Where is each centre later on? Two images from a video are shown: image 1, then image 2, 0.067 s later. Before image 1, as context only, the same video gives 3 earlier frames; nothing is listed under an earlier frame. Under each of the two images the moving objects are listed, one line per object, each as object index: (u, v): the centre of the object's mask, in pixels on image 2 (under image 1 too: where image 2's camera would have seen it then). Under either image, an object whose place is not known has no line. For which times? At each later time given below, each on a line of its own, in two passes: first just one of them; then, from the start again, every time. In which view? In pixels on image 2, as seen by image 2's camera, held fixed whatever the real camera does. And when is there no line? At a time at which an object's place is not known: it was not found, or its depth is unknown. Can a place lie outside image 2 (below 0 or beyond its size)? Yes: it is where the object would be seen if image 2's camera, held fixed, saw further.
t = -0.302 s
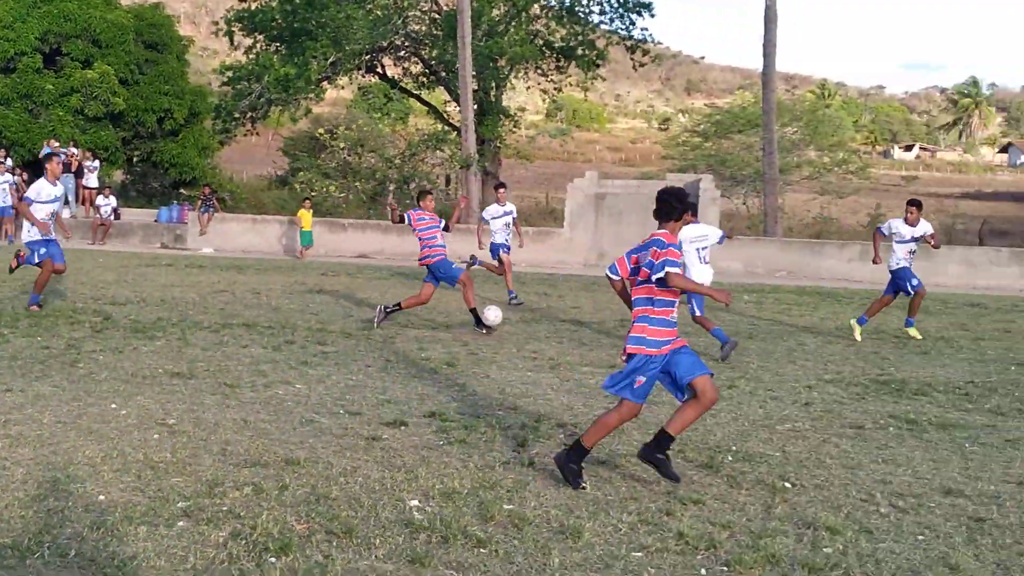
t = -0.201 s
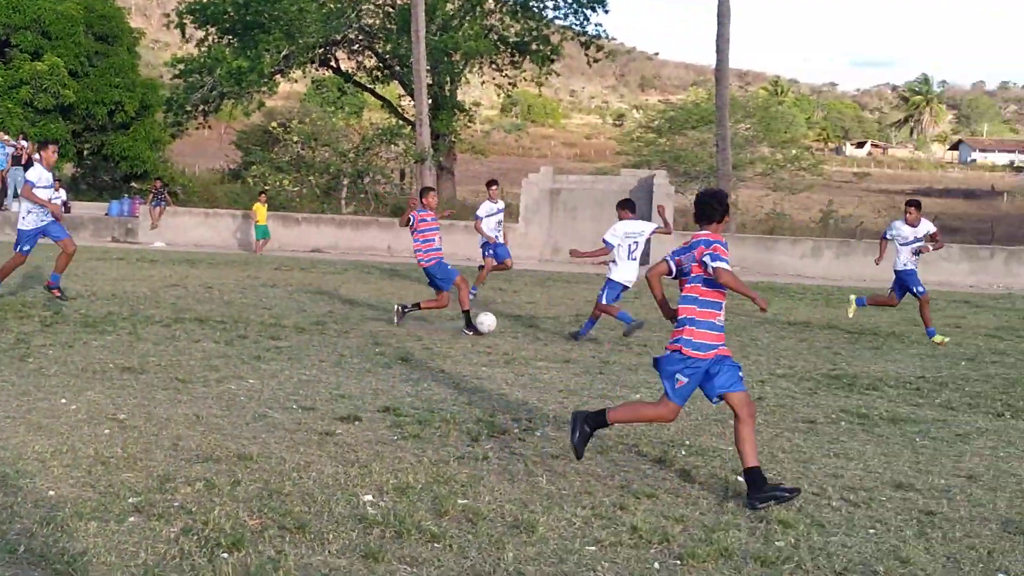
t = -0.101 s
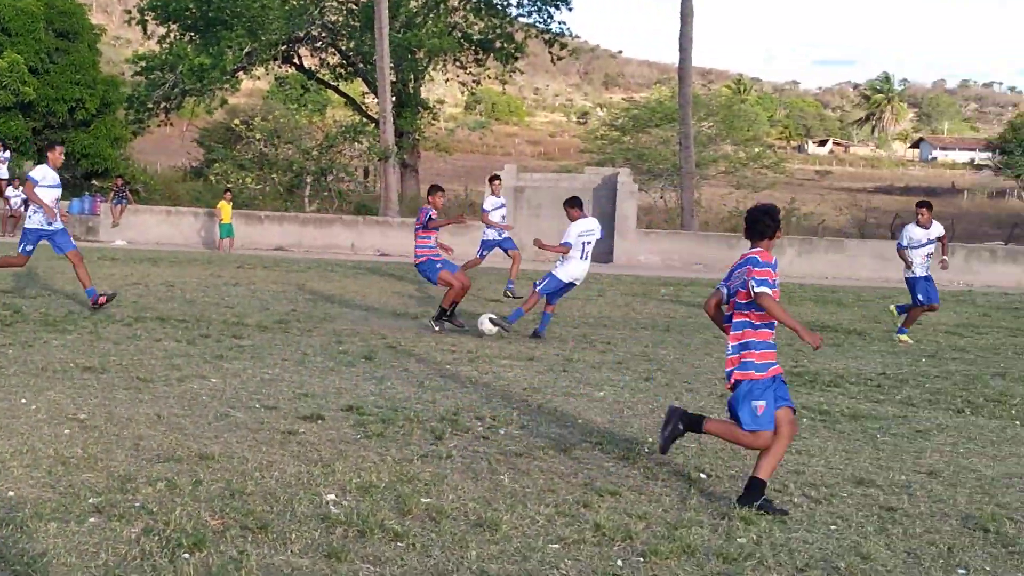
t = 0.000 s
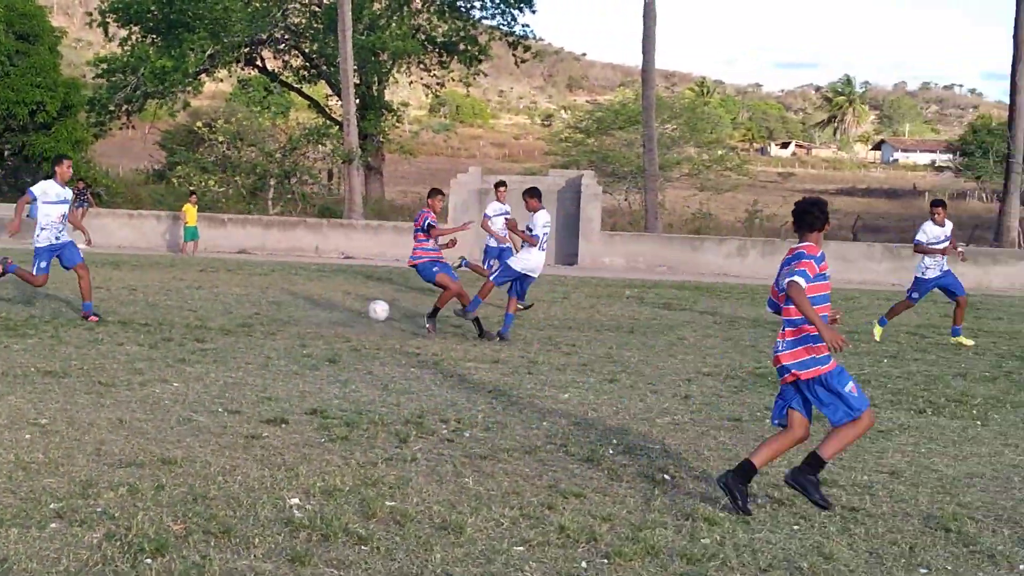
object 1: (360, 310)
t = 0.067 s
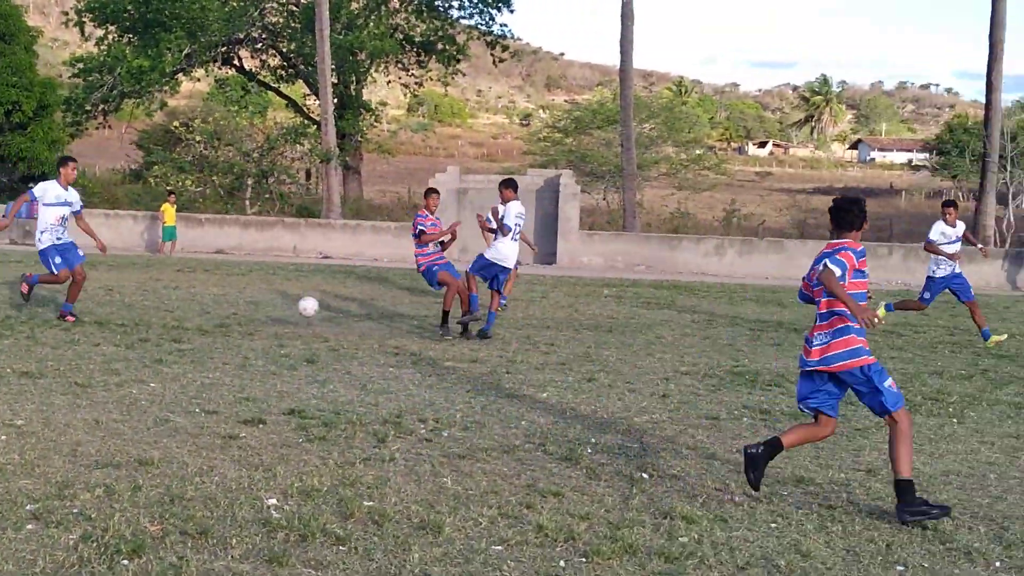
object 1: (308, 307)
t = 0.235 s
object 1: (200, 309)
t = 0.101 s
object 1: (284, 306)
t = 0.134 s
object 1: (262, 305)
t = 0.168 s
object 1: (239, 308)
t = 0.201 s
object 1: (218, 312)
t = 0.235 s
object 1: (200, 309)
